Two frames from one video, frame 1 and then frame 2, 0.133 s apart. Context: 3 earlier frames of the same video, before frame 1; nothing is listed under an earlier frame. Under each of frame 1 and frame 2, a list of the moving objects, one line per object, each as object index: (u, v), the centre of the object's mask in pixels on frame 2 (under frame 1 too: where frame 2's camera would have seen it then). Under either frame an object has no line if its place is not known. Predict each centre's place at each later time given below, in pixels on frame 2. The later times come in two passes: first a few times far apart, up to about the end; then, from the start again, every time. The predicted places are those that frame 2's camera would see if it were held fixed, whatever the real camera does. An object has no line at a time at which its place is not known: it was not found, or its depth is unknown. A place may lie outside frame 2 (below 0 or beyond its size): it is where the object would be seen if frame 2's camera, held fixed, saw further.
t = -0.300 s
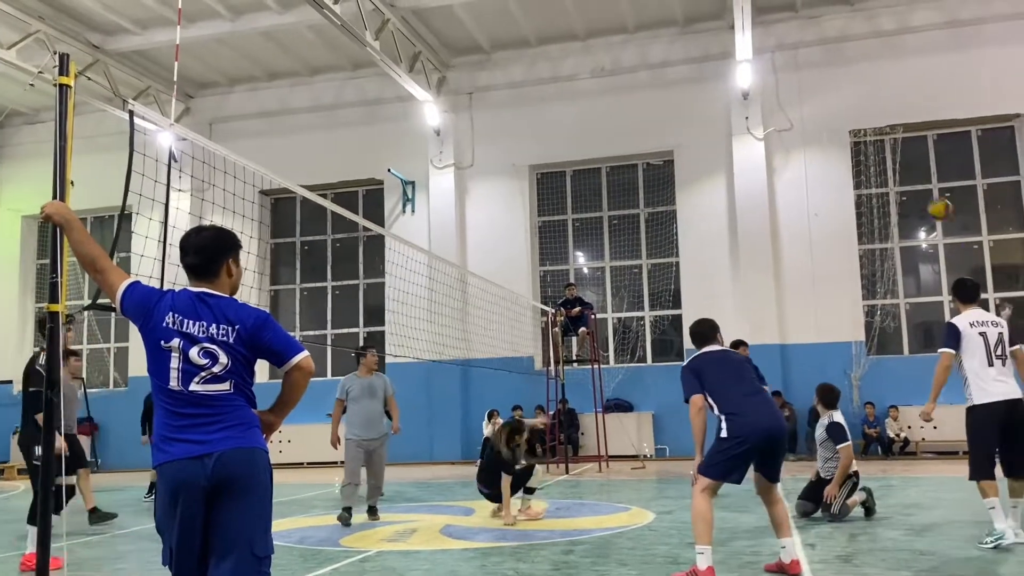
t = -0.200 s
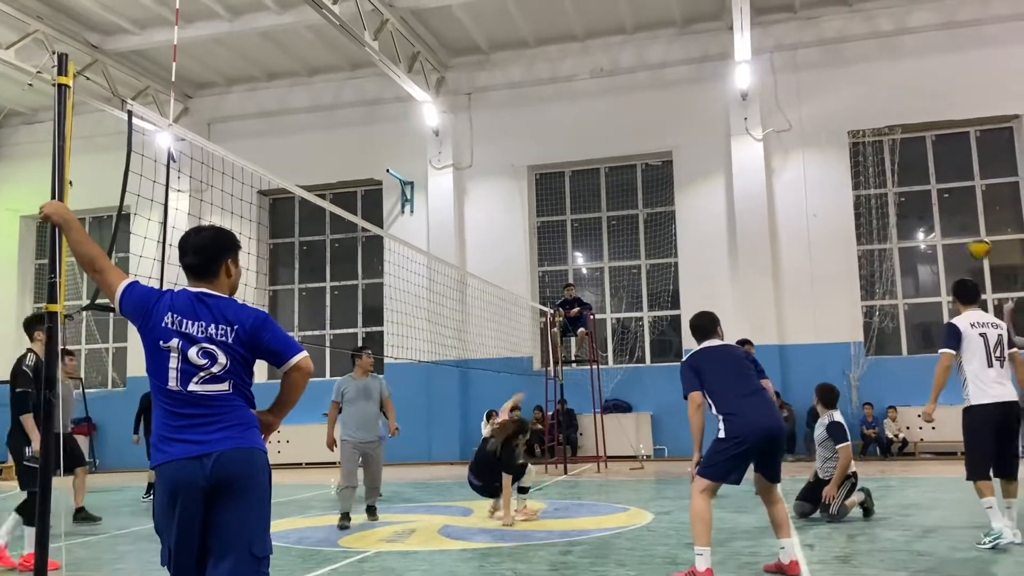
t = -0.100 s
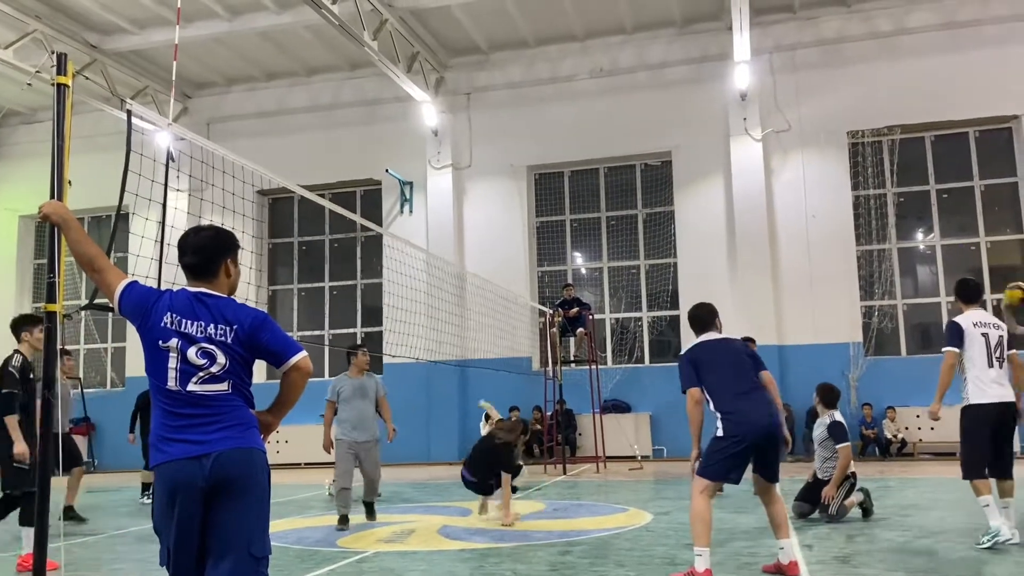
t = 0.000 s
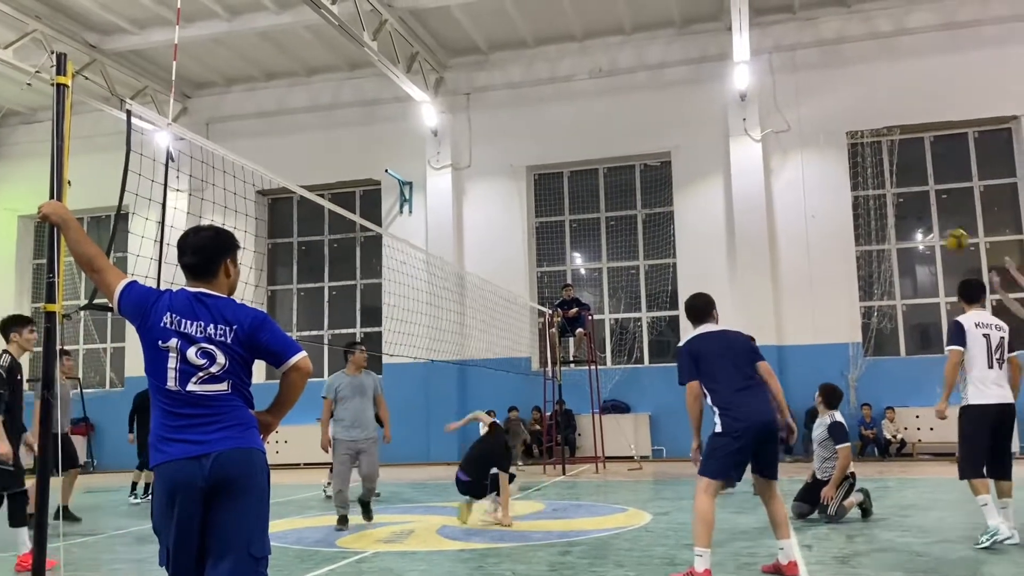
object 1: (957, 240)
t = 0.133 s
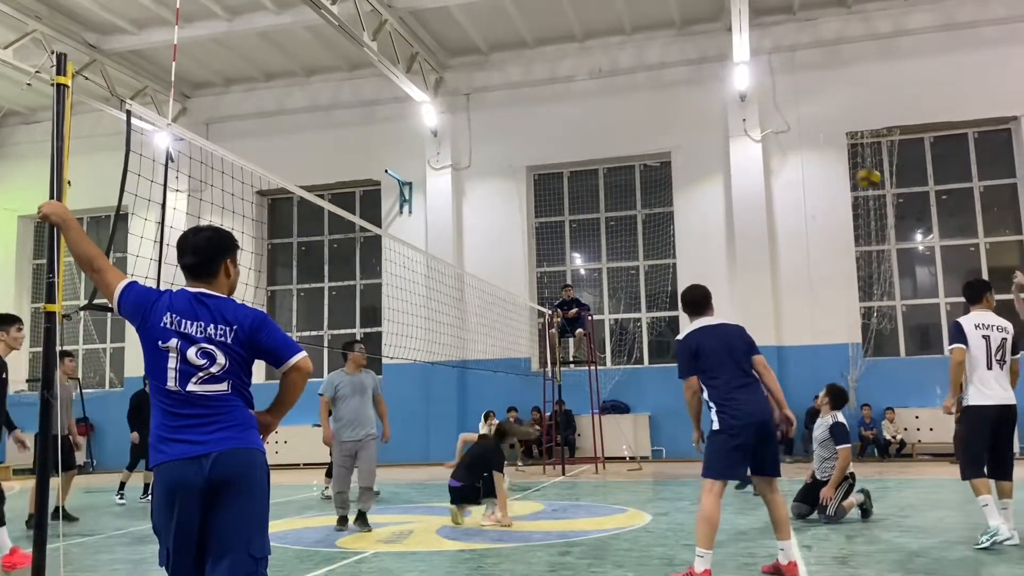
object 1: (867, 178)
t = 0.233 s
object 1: (807, 146)
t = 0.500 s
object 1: (661, 107)
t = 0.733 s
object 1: (552, 129)
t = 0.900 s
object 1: (481, 173)
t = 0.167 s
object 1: (848, 167)
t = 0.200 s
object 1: (826, 154)
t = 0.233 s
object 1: (807, 146)
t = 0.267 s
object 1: (789, 137)
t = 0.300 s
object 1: (768, 128)
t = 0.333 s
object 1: (750, 122)
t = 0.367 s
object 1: (732, 117)
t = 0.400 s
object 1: (713, 112)
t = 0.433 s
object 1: (696, 110)
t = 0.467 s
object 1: (679, 108)
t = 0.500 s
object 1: (661, 107)
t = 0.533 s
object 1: (645, 107)
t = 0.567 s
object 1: (629, 108)
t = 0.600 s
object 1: (612, 111)
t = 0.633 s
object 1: (597, 114)
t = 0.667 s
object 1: (582, 118)
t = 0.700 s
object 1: (566, 123)
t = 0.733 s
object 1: (552, 129)
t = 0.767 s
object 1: (538, 136)
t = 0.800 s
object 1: (523, 144)
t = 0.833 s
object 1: (509, 152)
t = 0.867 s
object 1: (495, 161)
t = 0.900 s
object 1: (481, 173)
